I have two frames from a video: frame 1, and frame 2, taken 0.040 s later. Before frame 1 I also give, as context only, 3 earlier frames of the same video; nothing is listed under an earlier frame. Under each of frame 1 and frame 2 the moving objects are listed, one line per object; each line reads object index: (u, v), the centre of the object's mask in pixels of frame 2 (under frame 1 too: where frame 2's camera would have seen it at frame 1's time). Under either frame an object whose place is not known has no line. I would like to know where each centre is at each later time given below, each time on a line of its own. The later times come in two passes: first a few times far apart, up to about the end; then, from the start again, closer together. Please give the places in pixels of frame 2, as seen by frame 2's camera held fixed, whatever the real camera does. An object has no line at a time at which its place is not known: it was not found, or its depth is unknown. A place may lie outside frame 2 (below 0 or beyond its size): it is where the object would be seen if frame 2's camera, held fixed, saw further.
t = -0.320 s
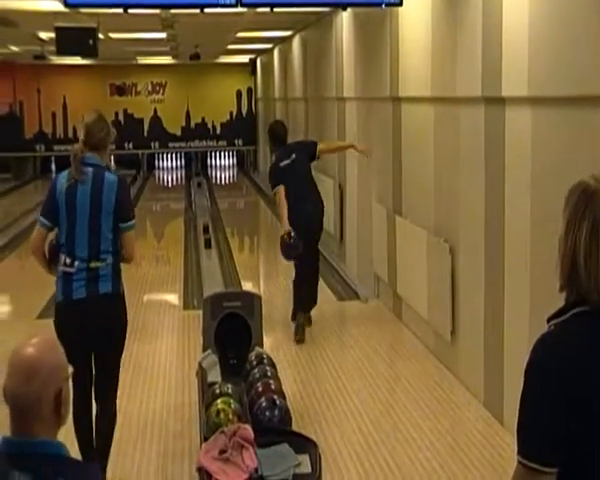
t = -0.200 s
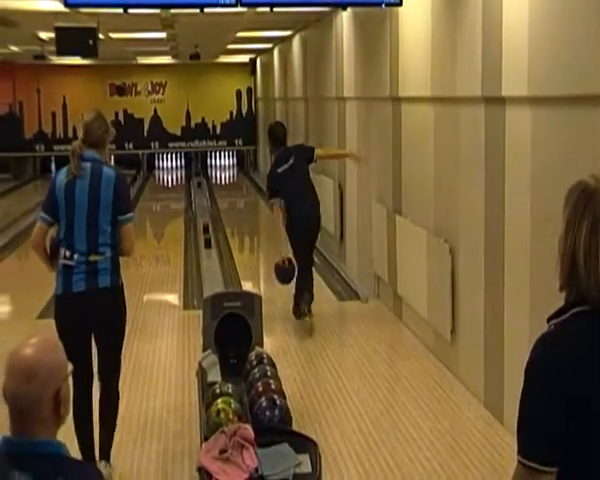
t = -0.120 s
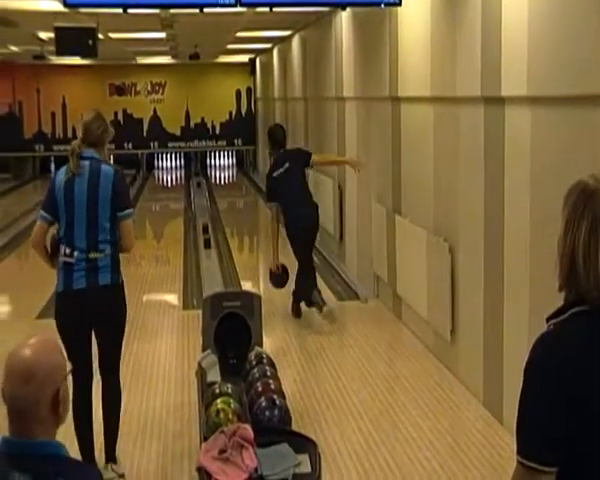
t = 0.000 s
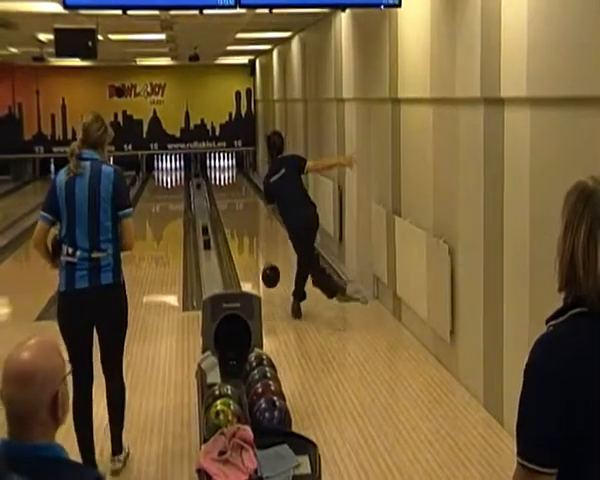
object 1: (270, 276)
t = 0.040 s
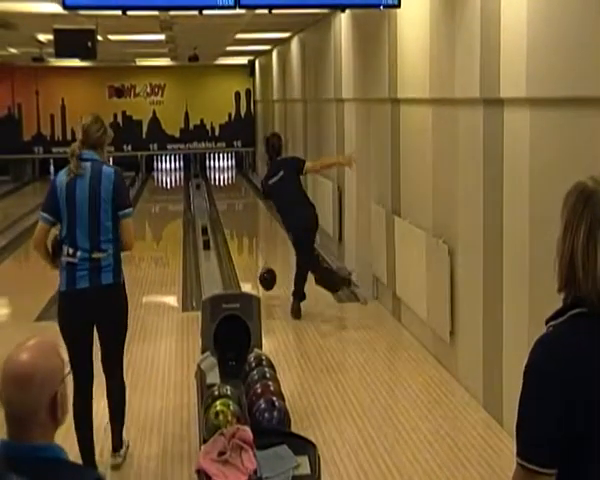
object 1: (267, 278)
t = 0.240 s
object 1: (257, 262)
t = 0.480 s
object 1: (247, 242)
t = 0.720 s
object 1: (240, 227)
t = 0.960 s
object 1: (235, 215)
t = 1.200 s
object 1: (230, 204)
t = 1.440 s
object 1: (227, 198)
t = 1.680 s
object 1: (223, 190)
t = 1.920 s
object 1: (221, 183)
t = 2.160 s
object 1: (221, 180)
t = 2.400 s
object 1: (219, 175)
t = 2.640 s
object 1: (220, 172)
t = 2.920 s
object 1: (220, 168)
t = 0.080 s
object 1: (265, 280)
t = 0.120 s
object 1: (263, 274)
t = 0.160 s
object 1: (261, 270)
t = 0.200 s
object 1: (259, 266)
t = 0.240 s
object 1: (257, 262)
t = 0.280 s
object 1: (255, 259)
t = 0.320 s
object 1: (253, 255)
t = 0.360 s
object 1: (252, 251)
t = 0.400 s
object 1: (250, 248)
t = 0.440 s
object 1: (249, 246)
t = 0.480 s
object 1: (247, 242)
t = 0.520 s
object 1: (246, 240)
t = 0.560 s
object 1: (245, 236)
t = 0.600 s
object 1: (244, 234)
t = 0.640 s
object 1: (242, 231)
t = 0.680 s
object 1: (241, 229)
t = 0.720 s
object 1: (240, 227)
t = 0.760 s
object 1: (239, 225)
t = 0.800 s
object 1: (238, 223)
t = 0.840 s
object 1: (237, 220)
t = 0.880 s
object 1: (236, 219)
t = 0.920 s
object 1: (235, 217)
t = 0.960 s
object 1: (235, 215)
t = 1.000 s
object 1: (234, 213)
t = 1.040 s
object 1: (234, 212)
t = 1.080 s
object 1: (232, 209)
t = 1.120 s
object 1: (231, 208)
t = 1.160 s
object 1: (231, 206)
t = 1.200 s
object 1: (230, 204)
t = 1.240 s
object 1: (230, 204)
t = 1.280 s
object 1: (229, 202)
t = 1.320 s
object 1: (229, 202)
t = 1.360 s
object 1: (228, 200)
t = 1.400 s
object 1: (227, 199)
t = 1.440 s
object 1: (227, 198)
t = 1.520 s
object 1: (225, 193)
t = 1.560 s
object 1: (225, 192)
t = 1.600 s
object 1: (224, 191)
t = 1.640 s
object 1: (224, 190)
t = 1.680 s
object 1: (223, 190)
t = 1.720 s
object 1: (223, 189)
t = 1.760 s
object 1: (223, 188)
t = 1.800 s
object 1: (222, 186)
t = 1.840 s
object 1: (222, 185)
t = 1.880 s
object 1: (222, 185)
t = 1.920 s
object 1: (221, 183)
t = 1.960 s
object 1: (221, 183)
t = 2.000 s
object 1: (221, 182)
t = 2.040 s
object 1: (221, 181)
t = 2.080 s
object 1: (221, 180)
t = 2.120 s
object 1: (221, 180)
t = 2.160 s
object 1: (221, 180)
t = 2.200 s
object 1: (220, 178)
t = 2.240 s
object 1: (219, 177)
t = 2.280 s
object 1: (219, 176)
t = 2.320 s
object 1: (219, 175)
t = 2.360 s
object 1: (219, 175)
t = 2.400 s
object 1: (219, 175)
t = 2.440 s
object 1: (219, 173)
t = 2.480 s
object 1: (219, 172)
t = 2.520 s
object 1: (219, 172)
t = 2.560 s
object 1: (219, 172)
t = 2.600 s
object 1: (220, 172)
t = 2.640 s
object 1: (220, 172)
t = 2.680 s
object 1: (220, 171)
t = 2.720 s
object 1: (220, 170)
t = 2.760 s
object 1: (220, 170)
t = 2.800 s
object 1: (220, 169)
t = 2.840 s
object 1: (221, 169)
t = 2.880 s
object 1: (220, 168)
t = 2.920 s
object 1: (220, 168)
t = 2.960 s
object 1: (220, 168)
